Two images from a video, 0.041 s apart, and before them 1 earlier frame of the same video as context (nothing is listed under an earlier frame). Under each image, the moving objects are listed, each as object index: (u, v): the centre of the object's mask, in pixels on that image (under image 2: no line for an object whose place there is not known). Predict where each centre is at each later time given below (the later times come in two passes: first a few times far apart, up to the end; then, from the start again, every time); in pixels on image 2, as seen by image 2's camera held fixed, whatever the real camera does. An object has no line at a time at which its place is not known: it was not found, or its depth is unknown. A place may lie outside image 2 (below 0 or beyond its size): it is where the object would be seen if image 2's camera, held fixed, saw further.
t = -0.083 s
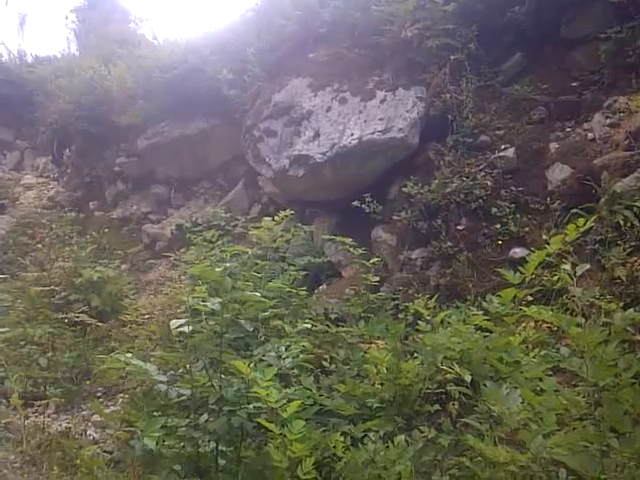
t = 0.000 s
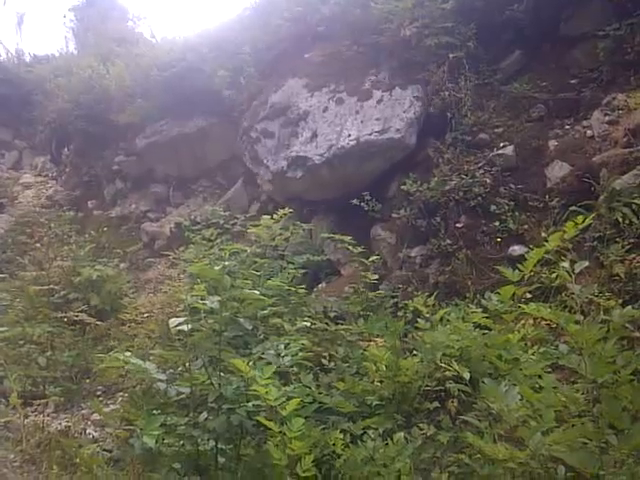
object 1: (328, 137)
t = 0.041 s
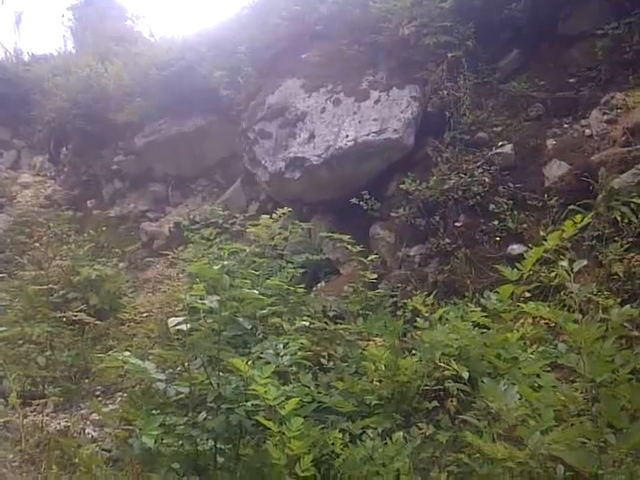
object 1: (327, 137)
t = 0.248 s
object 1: (322, 144)
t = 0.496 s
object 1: (311, 155)
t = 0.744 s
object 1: (303, 136)
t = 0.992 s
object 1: (293, 145)
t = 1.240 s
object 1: (278, 171)
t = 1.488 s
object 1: (227, 211)
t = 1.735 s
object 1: (113, 277)
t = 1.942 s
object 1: (41, 314)
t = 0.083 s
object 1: (326, 139)
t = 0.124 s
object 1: (325, 140)
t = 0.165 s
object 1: (324, 142)
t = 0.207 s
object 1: (324, 141)
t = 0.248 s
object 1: (322, 144)
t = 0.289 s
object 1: (320, 145)
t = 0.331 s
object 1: (319, 146)
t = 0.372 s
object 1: (316, 148)
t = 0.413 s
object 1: (315, 149)
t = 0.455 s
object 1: (313, 154)
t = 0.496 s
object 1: (311, 155)
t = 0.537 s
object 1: (309, 158)
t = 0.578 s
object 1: (313, 132)
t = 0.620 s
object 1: (310, 132)
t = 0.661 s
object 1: (308, 134)
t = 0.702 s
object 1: (305, 135)
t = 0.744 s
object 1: (303, 136)
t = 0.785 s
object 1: (297, 143)
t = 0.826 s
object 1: (298, 137)
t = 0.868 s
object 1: (296, 138)
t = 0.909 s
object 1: (295, 139)
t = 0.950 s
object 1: (291, 144)
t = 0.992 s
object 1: (293, 145)
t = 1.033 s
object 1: (277, 172)
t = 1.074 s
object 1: (292, 154)
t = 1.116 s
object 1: (287, 188)
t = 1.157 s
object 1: (293, 163)
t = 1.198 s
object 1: (276, 171)
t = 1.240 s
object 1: (278, 171)
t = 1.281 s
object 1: (277, 187)
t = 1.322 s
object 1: (265, 200)
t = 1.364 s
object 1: (193, 204)
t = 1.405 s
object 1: (263, 221)
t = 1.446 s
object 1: (248, 223)
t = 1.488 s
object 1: (227, 211)
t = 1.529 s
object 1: (182, 229)
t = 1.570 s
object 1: (171, 233)
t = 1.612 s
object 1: (148, 239)
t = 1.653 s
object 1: (133, 254)
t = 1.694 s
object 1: (102, 266)
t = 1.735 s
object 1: (113, 277)
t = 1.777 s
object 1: (104, 278)
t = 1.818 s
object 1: (88, 294)
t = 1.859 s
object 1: (84, 298)
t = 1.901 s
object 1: (52, 314)
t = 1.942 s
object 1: (41, 314)
